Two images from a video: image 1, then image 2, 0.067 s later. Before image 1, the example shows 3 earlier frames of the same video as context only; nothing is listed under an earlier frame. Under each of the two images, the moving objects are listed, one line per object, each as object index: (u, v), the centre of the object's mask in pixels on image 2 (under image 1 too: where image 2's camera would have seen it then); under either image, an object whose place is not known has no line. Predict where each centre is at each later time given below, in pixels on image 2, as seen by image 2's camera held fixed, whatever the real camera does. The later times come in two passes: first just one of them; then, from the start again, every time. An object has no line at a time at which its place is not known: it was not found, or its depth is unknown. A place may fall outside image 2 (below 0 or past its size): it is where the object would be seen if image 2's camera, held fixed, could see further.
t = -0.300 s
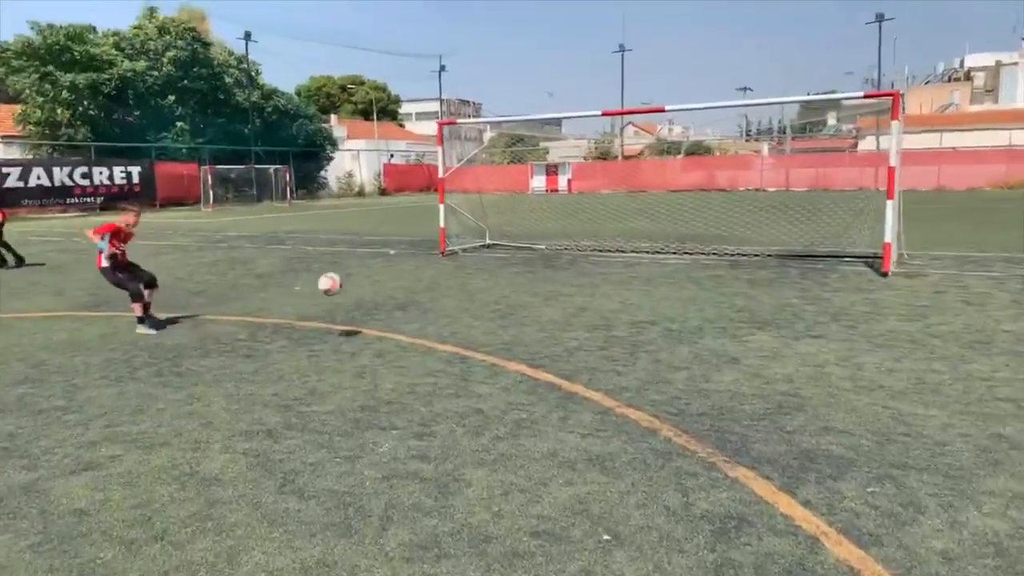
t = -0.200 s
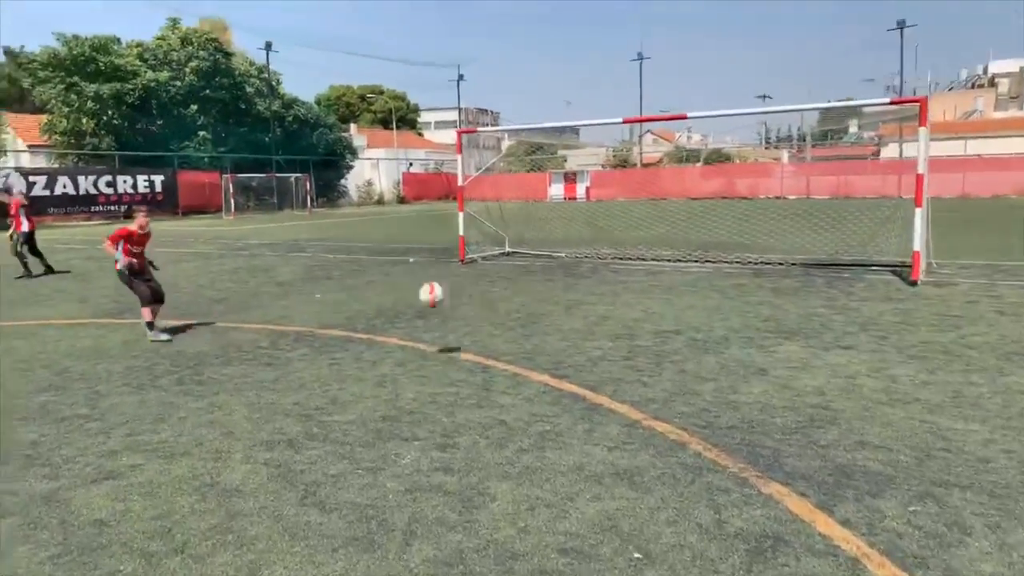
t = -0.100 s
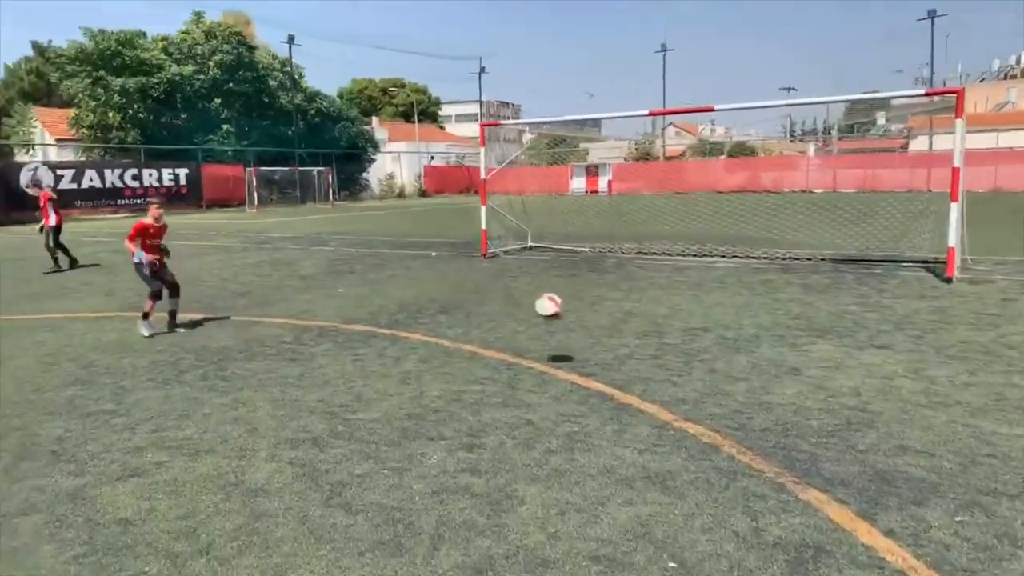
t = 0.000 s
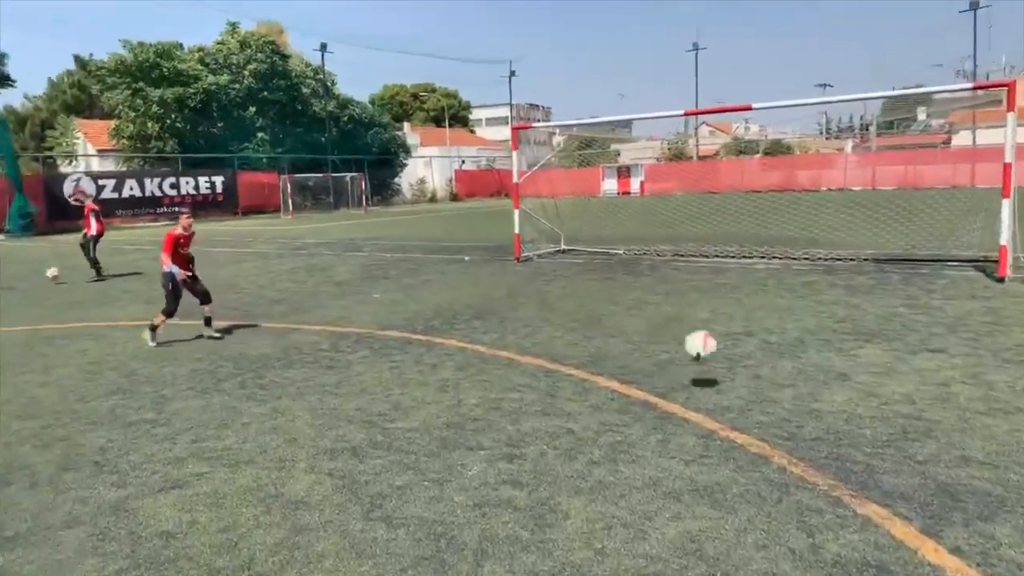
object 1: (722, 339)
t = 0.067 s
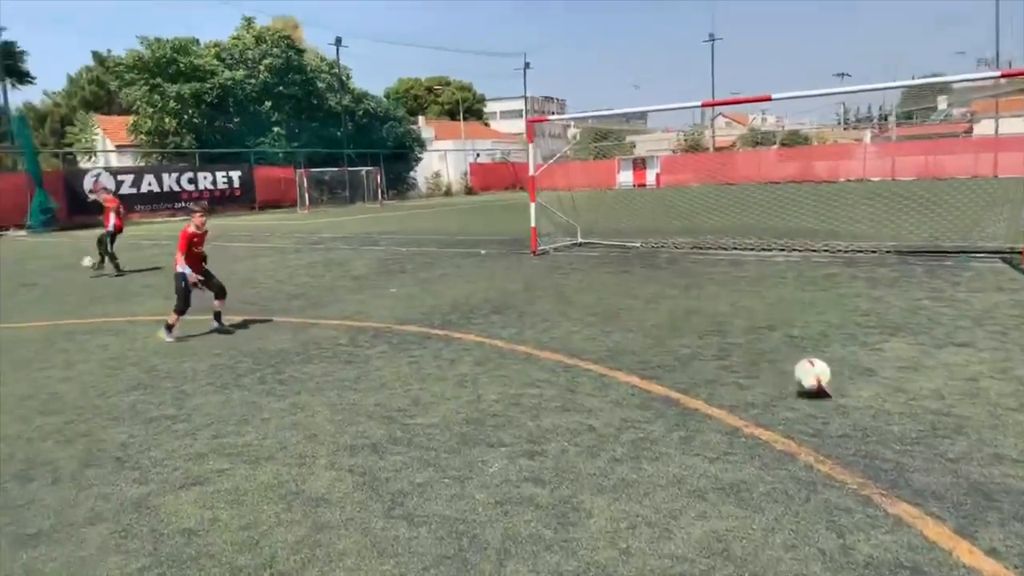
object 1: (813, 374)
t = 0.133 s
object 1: (887, 377)
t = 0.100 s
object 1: (855, 387)
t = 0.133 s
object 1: (887, 377)
